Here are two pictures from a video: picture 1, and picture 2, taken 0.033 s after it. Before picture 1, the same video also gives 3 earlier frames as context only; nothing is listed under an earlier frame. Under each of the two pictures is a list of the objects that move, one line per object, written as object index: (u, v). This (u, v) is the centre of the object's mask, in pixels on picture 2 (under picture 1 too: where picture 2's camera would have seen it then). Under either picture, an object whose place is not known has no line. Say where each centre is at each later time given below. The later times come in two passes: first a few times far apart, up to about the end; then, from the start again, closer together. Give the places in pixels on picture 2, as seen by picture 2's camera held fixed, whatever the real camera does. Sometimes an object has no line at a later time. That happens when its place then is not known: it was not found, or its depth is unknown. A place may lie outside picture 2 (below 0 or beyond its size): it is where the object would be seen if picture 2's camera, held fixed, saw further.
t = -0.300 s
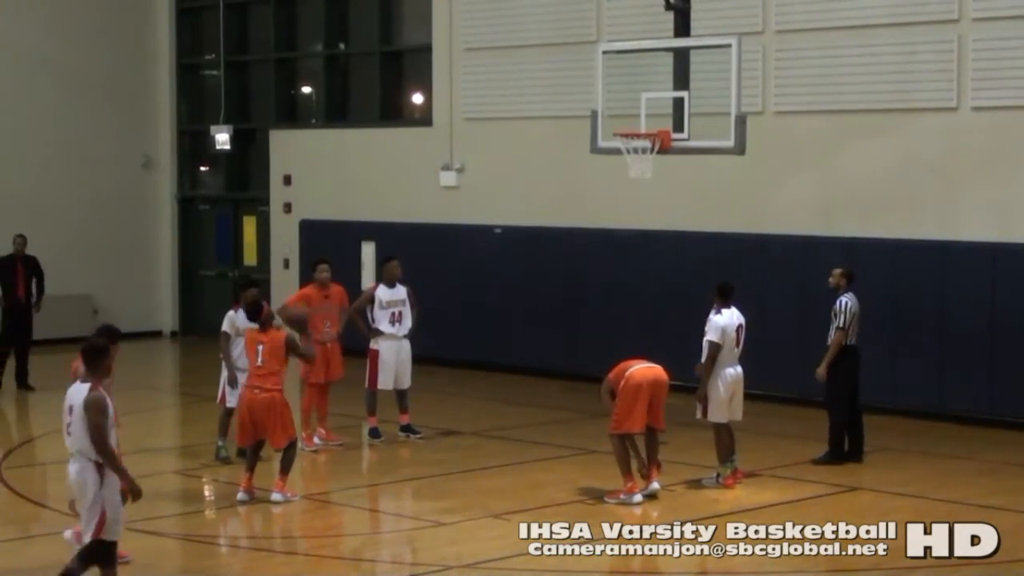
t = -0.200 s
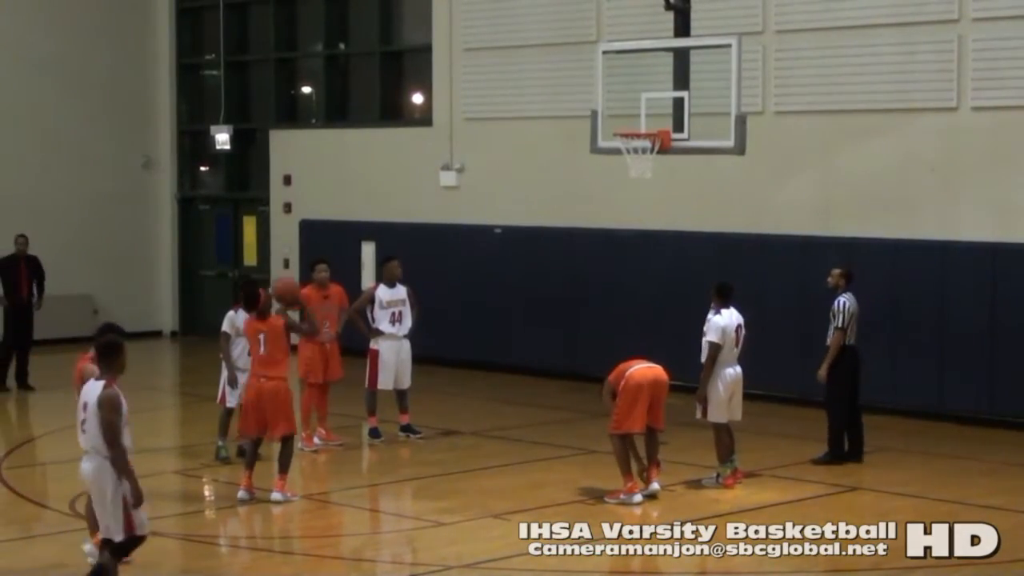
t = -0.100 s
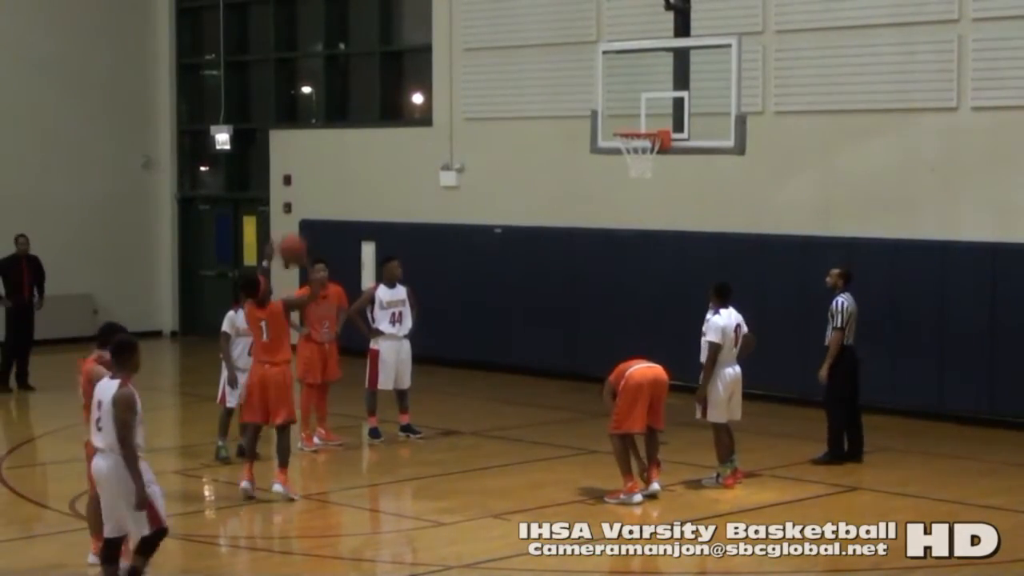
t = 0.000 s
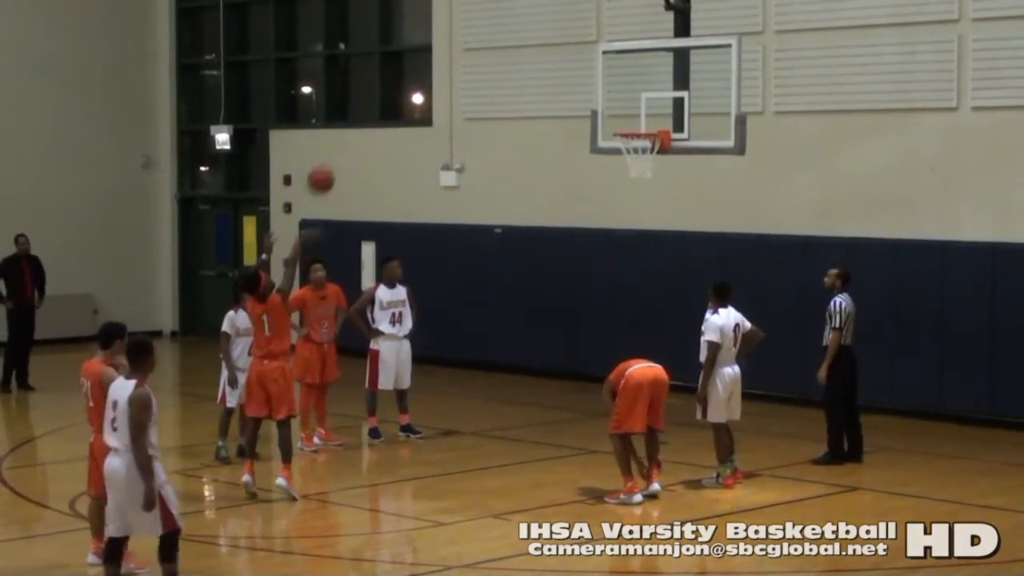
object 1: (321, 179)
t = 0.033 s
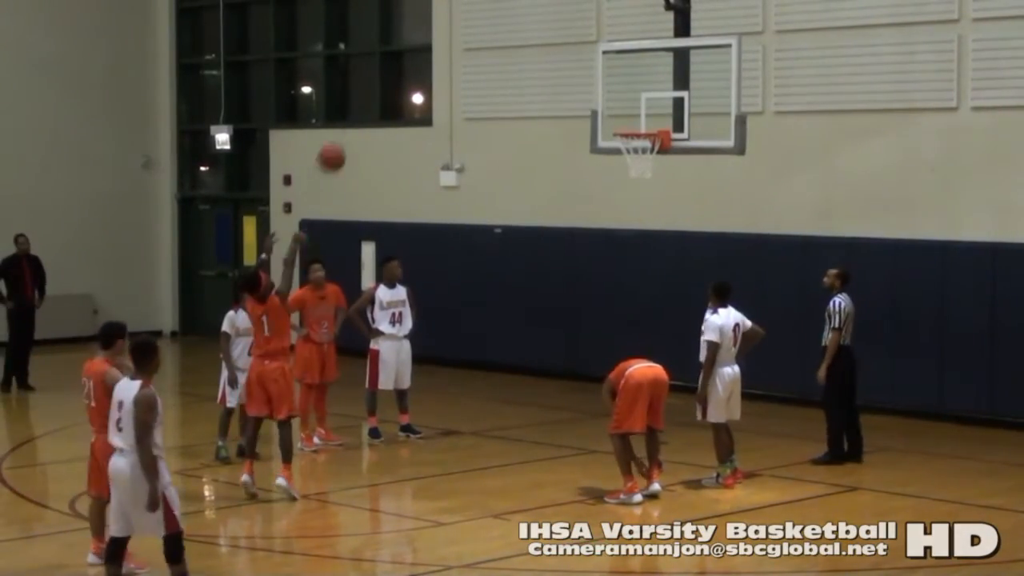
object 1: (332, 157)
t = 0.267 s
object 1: (406, 45)
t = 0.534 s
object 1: (486, 5)
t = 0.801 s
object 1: (560, 30)
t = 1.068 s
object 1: (626, 130)
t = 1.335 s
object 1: (668, 218)
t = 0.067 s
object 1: (343, 136)
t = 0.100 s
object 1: (354, 117)
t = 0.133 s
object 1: (363, 99)
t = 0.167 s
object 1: (374, 85)
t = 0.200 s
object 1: (385, 71)
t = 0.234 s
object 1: (396, 56)
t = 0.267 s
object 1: (406, 45)
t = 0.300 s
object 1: (416, 33)
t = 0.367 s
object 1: (438, 18)
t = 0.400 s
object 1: (447, 12)
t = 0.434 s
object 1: (457, 9)
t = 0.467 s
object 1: (467, 7)
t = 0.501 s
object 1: (477, 6)
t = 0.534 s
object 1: (486, 5)
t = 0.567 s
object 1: (496, 5)
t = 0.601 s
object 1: (505, 6)
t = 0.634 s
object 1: (515, 7)
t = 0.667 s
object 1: (524, 8)
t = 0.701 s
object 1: (533, 11)
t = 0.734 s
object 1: (542, 16)
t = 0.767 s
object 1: (551, 23)
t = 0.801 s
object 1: (560, 30)
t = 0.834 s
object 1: (569, 39)
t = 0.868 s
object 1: (577, 49)
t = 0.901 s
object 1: (586, 61)
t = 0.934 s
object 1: (594, 73)
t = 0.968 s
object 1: (602, 86)
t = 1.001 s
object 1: (611, 100)
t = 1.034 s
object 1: (618, 114)
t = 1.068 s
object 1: (626, 130)
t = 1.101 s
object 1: (634, 145)
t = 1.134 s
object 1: (641, 159)
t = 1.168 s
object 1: (645, 166)
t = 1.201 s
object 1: (650, 174)
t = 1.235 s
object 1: (654, 184)
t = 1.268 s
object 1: (659, 194)
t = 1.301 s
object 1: (663, 206)
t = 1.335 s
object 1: (668, 218)
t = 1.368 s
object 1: (673, 230)
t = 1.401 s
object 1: (677, 245)
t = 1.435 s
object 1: (681, 261)
